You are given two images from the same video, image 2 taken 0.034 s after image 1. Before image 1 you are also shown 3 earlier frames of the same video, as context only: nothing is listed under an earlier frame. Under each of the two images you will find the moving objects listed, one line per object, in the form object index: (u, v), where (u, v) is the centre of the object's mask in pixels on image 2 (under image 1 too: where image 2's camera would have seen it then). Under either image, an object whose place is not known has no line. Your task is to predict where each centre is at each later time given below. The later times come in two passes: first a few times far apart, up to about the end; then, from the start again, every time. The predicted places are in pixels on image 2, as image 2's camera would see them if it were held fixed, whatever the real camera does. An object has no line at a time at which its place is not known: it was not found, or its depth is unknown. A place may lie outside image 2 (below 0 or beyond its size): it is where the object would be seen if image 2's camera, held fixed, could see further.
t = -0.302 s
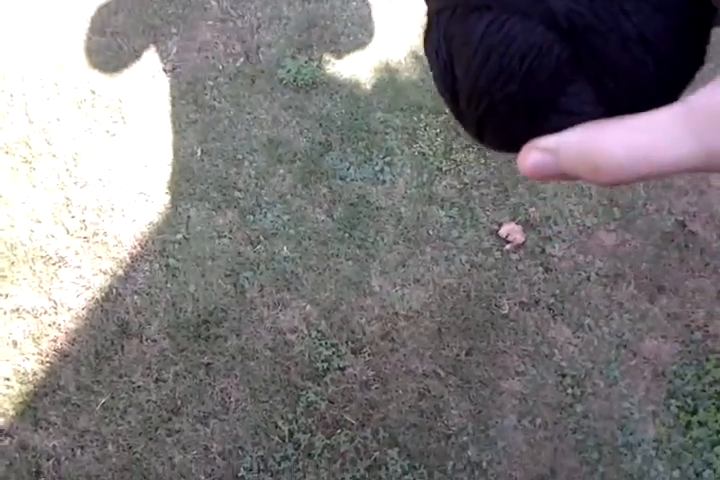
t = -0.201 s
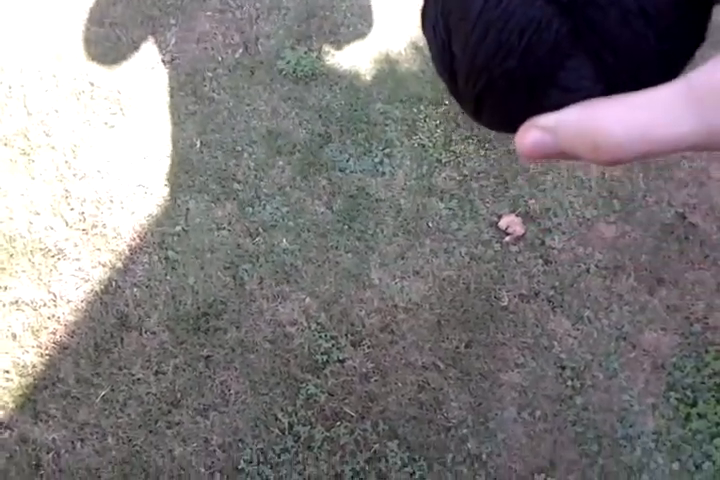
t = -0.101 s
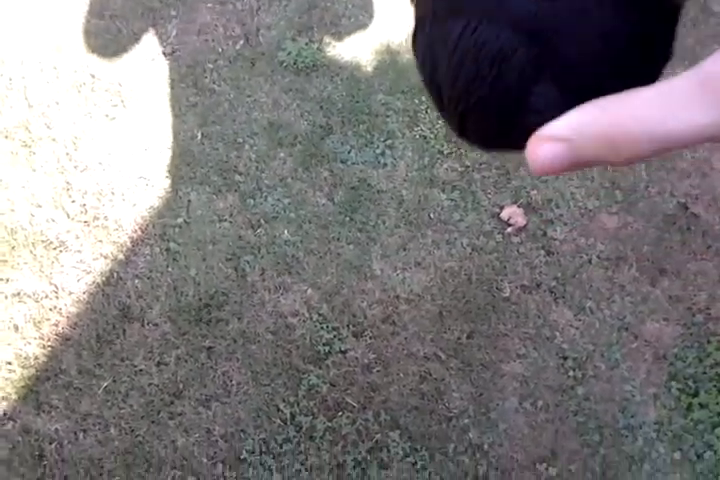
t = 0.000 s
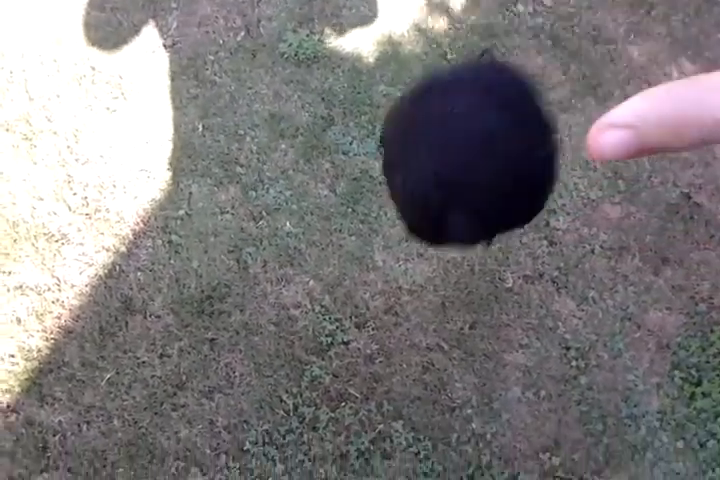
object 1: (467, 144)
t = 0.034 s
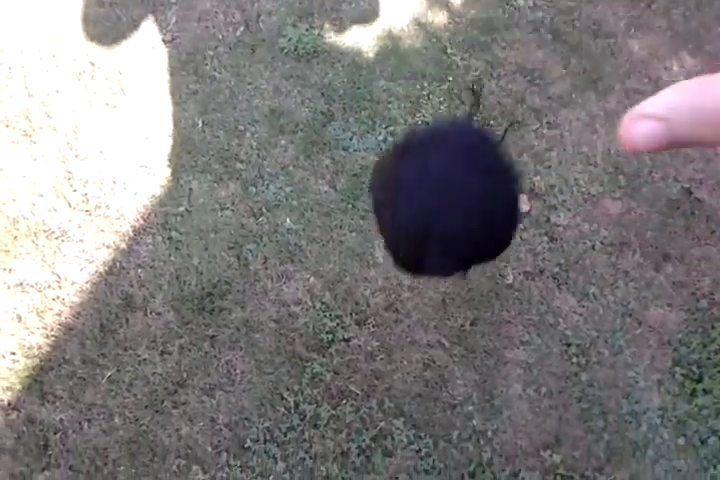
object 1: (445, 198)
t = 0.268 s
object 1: (359, 378)
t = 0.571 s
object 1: (417, 331)
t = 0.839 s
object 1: (447, 318)
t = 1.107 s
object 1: (467, 301)
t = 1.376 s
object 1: (462, 304)
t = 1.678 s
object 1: (463, 305)
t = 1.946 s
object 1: (462, 304)
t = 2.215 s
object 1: (462, 304)
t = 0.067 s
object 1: (425, 242)
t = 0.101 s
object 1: (408, 276)
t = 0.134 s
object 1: (394, 305)
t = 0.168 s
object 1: (382, 328)
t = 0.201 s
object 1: (374, 349)
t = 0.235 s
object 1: (367, 366)
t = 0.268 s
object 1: (359, 378)
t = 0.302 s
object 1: (359, 380)
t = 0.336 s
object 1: (368, 371)
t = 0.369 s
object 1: (378, 361)
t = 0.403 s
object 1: (387, 353)
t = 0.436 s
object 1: (395, 345)
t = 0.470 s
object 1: (402, 339)
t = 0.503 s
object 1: (408, 335)
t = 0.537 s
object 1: (413, 332)
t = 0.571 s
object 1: (417, 331)
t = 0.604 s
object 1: (419, 331)
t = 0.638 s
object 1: (422, 333)
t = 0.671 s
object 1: (423, 336)
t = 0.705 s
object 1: (426, 337)
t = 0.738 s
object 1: (433, 330)
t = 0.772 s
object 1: (439, 325)
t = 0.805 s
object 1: (444, 322)
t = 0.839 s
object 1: (447, 318)
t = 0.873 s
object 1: (452, 316)
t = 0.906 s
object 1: (457, 313)
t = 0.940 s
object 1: (462, 307)
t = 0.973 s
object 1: (464, 303)
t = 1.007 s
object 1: (465, 300)
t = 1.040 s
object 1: (466, 298)
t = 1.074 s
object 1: (468, 299)
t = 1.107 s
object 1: (467, 301)
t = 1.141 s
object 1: (465, 301)
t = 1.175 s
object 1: (465, 303)
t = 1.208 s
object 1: (463, 304)
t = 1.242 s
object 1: (462, 304)
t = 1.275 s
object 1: (462, 304)
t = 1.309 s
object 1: (462, 304)
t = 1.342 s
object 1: (462, 305)
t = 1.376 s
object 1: (462, 304)
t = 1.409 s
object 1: (462, 303)
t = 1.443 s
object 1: (463, 305)
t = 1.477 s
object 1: (463, 305)
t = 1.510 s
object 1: (462, 304)
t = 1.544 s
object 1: (462, 304)
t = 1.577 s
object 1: (462, 305)
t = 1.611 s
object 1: (462, 304)
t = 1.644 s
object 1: (462, 304)
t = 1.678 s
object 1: (463, 305)
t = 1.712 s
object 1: (463, 304)
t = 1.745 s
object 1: (462, 304)
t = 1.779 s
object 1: (462, 304)
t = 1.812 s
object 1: (462, 304)
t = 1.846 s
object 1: (462, 305)
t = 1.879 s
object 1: (462, 305)
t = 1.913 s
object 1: (462, 304)
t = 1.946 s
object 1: (462, 304)
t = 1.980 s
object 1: (462, 305)
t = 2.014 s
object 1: (462, 304)
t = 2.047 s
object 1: (463, 304)
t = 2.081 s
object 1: (463, 304)
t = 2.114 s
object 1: (463, 304)
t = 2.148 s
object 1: (463, 305)
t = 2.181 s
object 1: (462, 304)
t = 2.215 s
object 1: (462, 304)
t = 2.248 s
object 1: (461, 306)
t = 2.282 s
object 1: (461, 305)
